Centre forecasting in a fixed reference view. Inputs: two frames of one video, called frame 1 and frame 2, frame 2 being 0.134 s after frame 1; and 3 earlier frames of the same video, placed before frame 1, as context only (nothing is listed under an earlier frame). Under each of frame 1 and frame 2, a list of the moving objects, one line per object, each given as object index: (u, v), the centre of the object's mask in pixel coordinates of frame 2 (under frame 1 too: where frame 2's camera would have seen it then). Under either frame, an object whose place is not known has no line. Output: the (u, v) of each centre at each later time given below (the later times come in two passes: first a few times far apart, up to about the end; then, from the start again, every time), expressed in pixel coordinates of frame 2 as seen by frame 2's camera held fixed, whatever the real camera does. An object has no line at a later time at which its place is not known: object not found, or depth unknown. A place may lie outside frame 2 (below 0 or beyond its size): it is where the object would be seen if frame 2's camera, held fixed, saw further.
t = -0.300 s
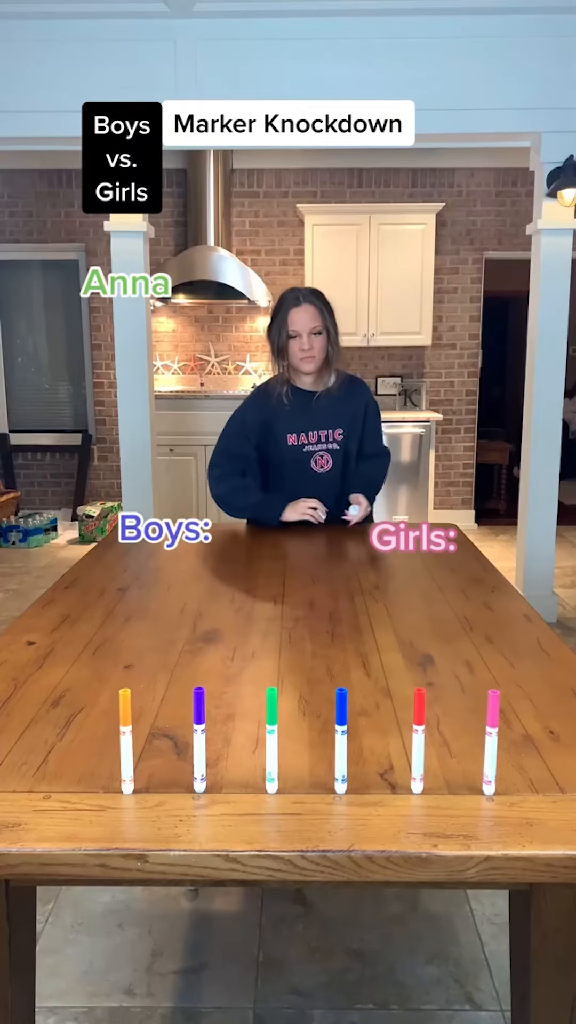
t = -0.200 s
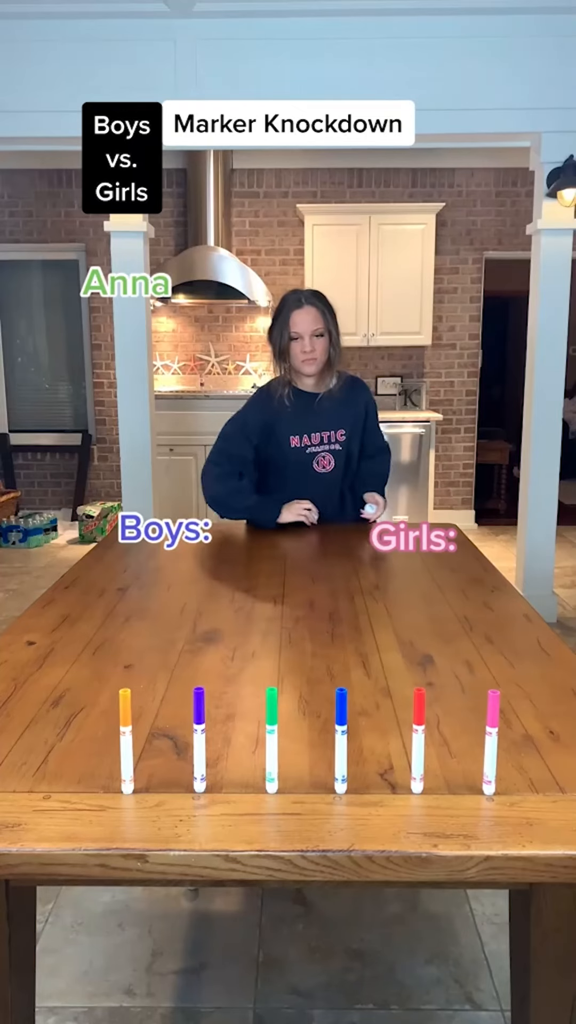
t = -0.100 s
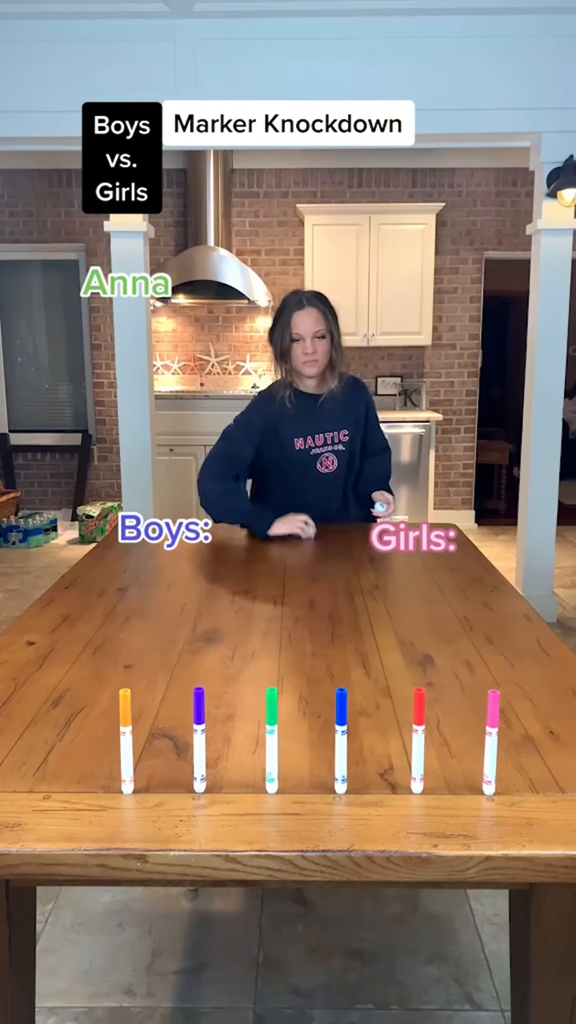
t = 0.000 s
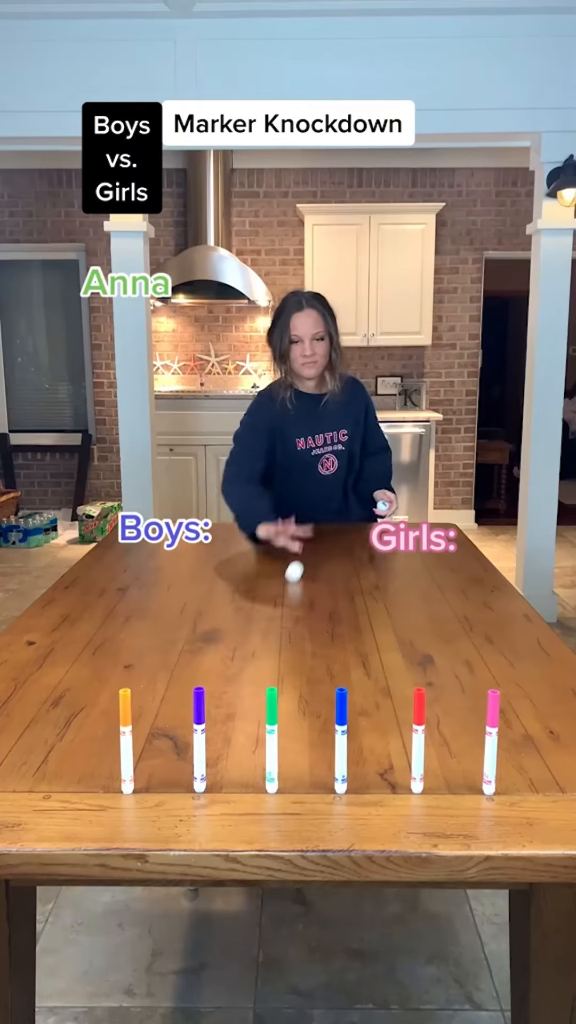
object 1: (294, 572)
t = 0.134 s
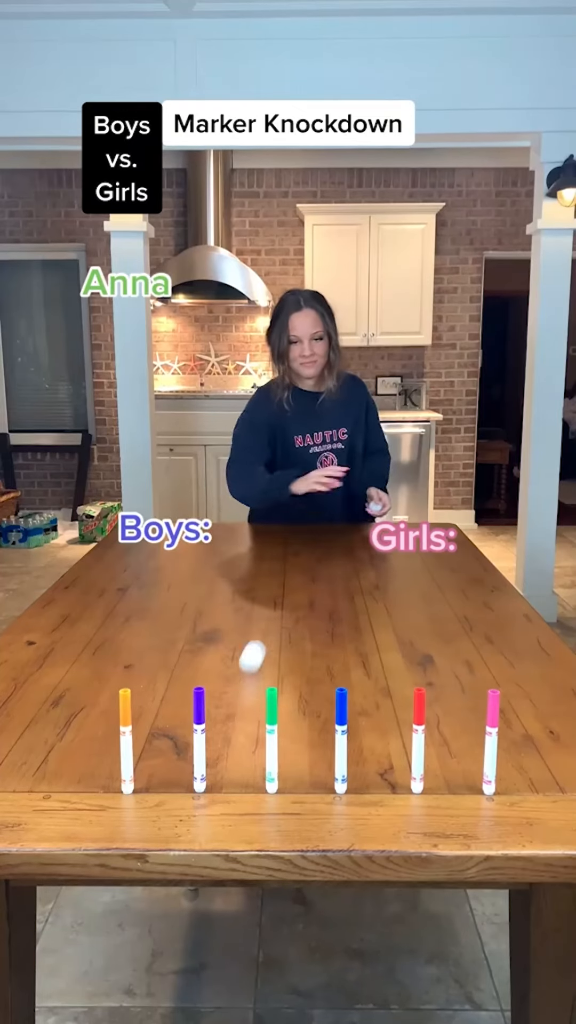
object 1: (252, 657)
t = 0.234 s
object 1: (203, 761)
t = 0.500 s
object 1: (160, 766)
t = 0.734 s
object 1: (148, 770)
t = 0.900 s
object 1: (148, 770)
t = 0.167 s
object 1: (238, 686)
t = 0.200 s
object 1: (222, 722)
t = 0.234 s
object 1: (203, 761)
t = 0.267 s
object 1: (191, 764)
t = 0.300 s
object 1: (184, 763)
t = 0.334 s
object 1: (176, 763)
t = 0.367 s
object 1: (170, 763)
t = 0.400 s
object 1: (166, 764)
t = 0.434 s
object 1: (163, 765)
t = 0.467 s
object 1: (161, 765)
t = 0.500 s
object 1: (160, 766)
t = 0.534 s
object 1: (158, 766)
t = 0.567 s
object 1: (156, 767)
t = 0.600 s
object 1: (154, 768)
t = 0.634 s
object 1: (153, 768)
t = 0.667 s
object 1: (151, 769)
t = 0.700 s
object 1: (150, 769)
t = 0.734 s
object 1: (148, 770)
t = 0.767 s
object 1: (147, 770)
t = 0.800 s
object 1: (147, 771)
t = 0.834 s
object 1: (147, 770)
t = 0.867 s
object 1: (147, 770)
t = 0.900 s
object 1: (148, 770)
